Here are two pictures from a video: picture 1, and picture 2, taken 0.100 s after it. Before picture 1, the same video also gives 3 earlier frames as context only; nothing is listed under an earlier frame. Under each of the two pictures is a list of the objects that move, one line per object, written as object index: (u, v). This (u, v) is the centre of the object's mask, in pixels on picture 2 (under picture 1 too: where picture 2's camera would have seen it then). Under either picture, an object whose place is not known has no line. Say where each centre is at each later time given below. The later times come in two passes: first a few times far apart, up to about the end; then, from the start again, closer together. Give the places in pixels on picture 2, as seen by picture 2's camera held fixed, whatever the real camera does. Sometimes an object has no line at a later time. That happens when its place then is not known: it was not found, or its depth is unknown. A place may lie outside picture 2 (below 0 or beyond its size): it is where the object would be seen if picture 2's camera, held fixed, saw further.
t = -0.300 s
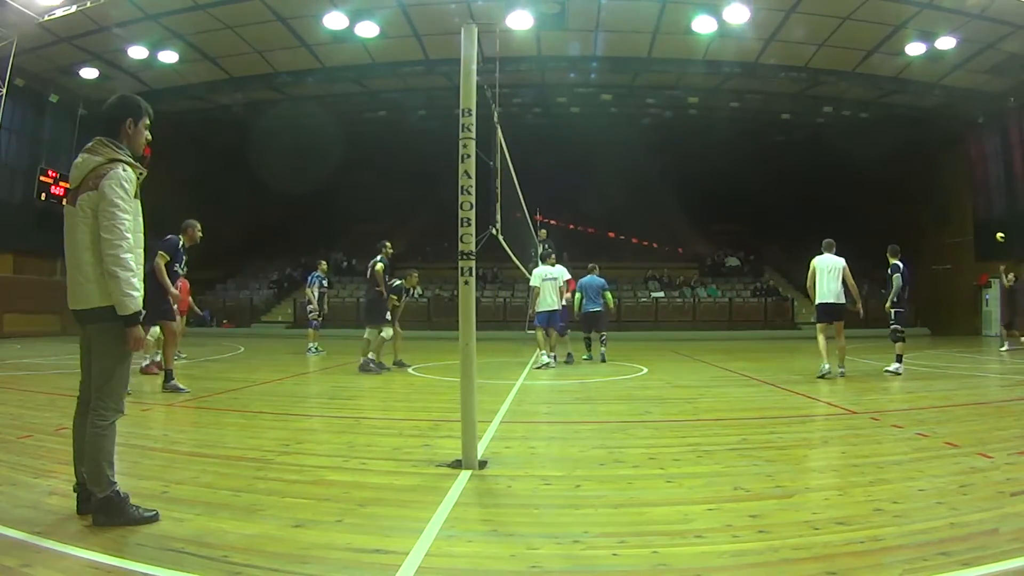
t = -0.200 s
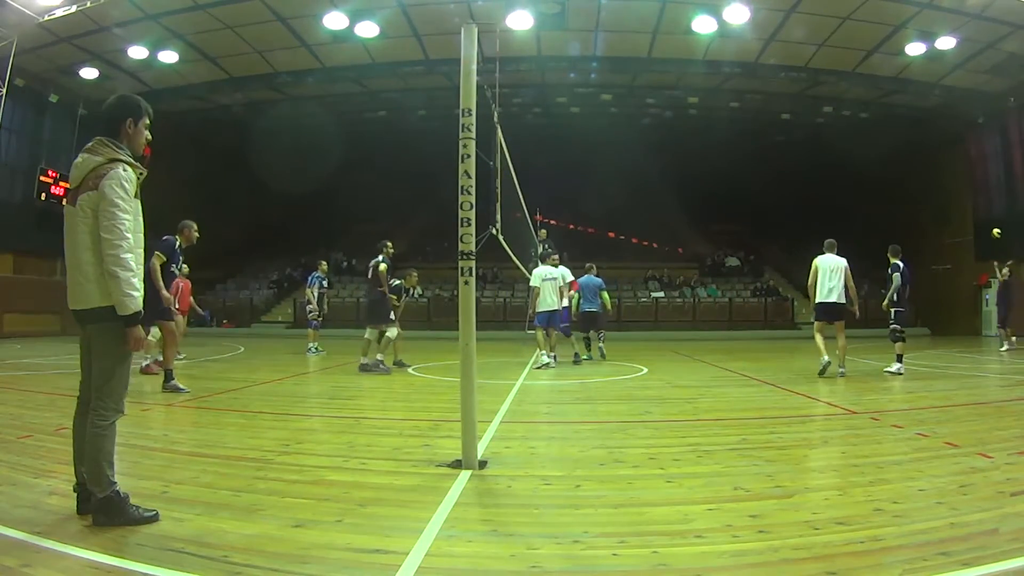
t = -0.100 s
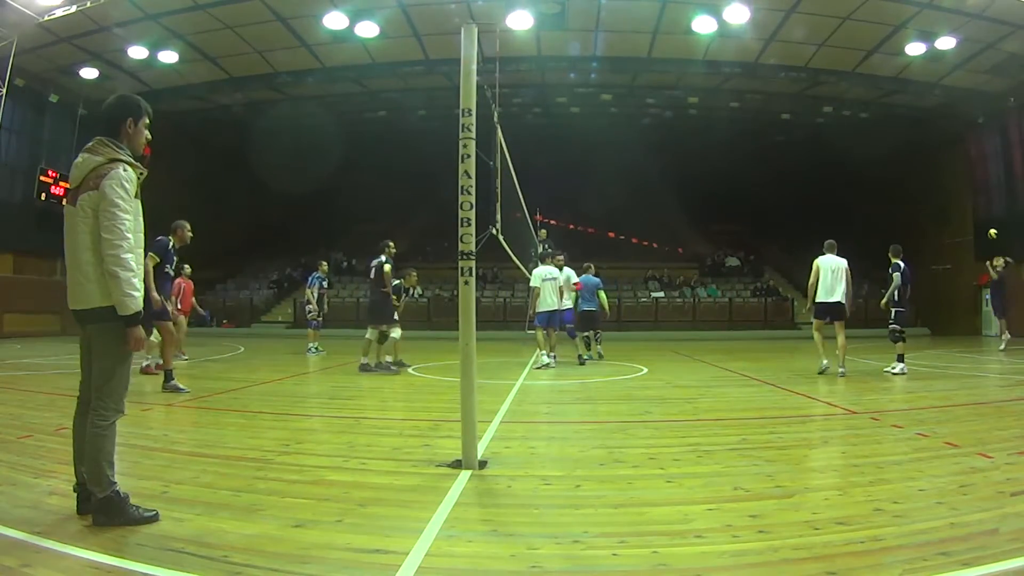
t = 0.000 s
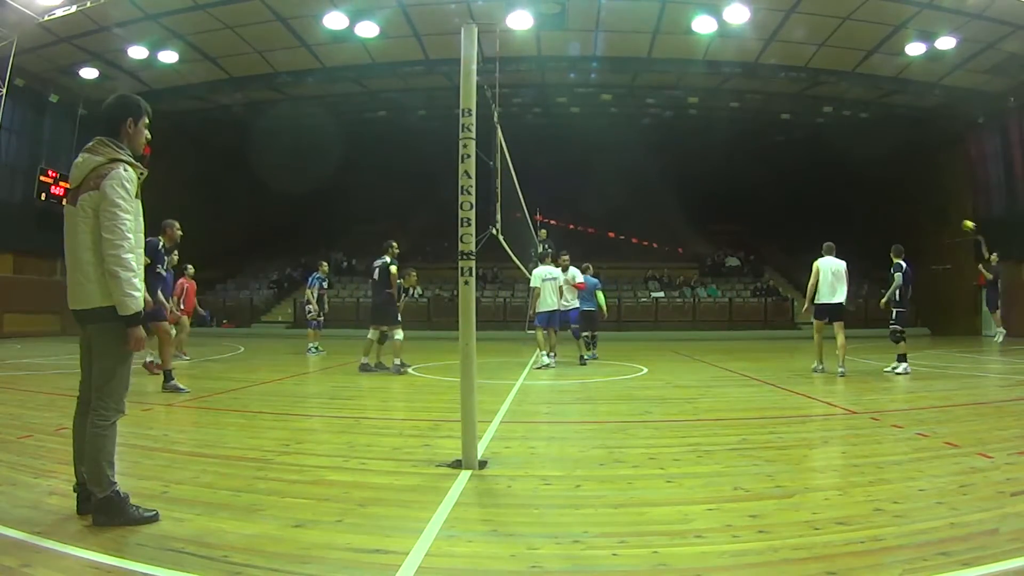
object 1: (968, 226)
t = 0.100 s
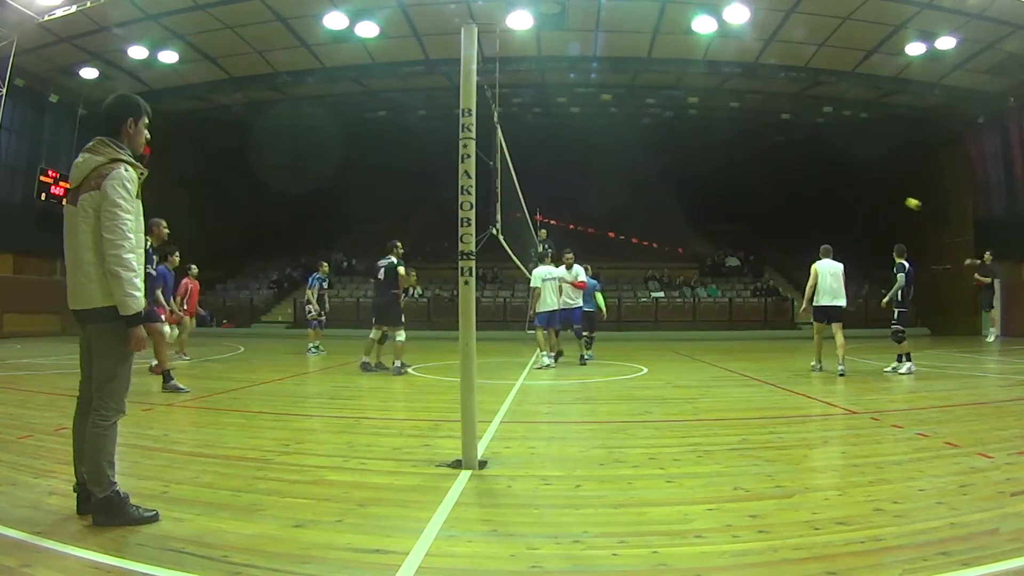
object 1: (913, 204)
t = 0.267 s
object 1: (805, 175)
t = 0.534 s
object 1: (614, 160)
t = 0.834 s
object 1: (402, 193)
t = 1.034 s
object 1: (279, 243)
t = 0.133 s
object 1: (892, 197)
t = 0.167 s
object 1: (871, 191)
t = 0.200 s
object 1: (850, 185)
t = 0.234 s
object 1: (828, 180)
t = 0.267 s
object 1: (805, 175)
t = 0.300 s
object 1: (783, 171)
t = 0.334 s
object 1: (760, 168)
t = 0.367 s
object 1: (737, 164)
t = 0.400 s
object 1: (713, 161)
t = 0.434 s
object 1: (689, 160)
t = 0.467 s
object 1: (664, 159)
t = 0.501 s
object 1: (640, 159)
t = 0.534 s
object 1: (614, 160)
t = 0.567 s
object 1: (590, 161)
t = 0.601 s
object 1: (566, 163)
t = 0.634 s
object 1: (541, 165)
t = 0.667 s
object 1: (519, 167)
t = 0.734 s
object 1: (476, 175)
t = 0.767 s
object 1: (447, 181)
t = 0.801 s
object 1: (424, 187)
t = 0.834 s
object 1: (402, 193)
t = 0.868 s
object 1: (380, 200)
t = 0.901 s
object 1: (359, 208)
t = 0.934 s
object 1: (338, 215)
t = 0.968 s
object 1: (318, 224)
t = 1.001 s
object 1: (298, 233)
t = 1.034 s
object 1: (279, 243)
